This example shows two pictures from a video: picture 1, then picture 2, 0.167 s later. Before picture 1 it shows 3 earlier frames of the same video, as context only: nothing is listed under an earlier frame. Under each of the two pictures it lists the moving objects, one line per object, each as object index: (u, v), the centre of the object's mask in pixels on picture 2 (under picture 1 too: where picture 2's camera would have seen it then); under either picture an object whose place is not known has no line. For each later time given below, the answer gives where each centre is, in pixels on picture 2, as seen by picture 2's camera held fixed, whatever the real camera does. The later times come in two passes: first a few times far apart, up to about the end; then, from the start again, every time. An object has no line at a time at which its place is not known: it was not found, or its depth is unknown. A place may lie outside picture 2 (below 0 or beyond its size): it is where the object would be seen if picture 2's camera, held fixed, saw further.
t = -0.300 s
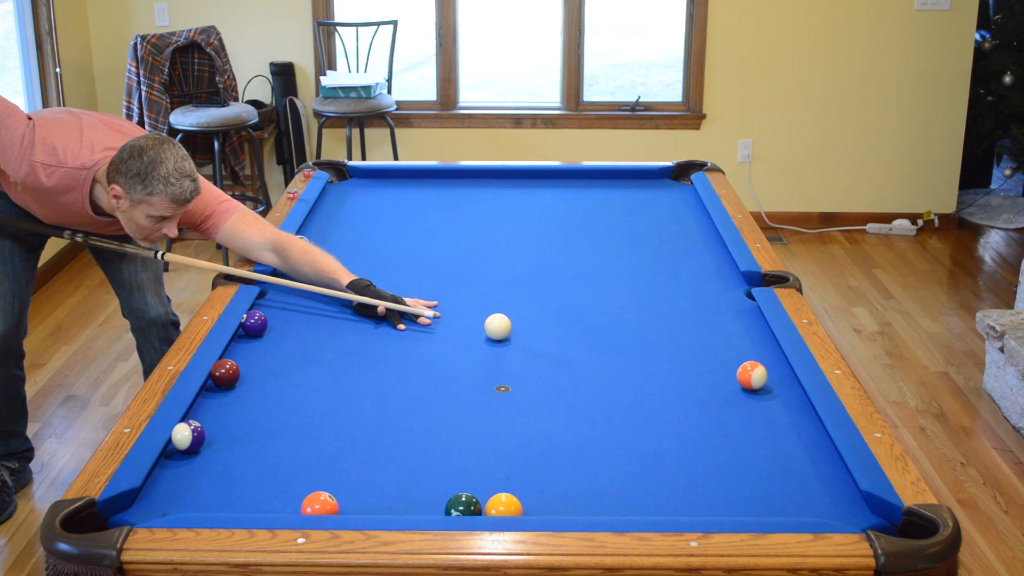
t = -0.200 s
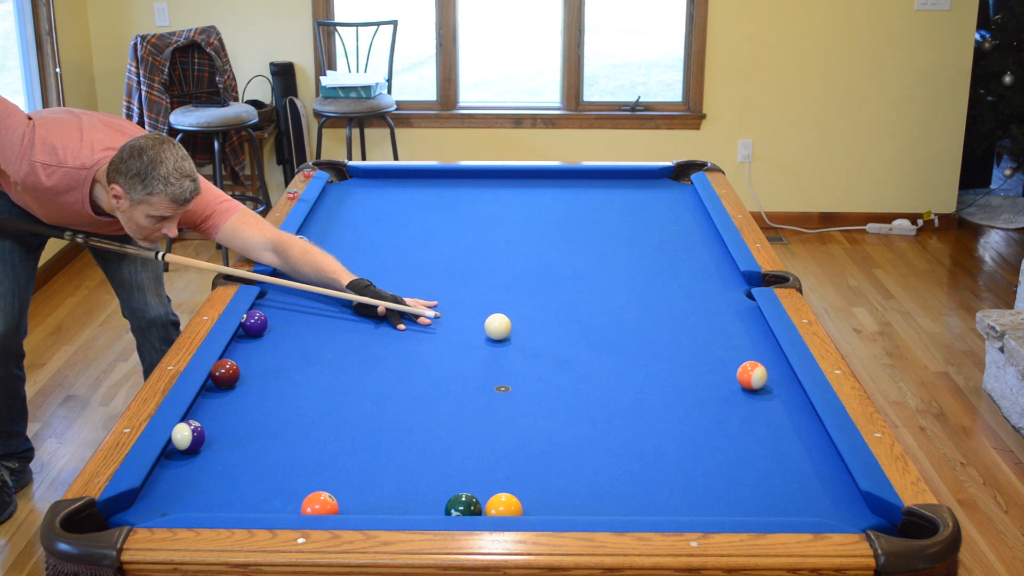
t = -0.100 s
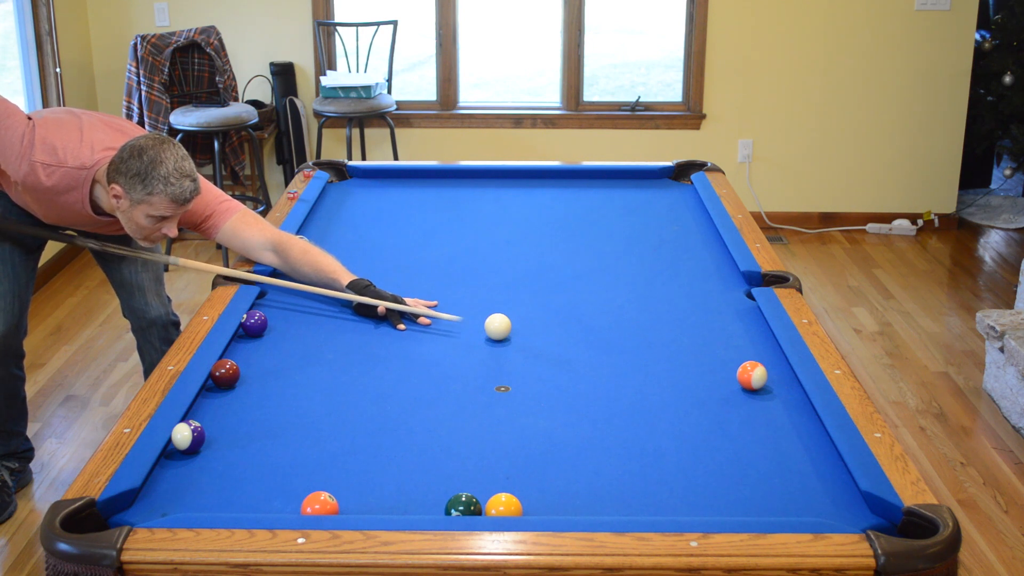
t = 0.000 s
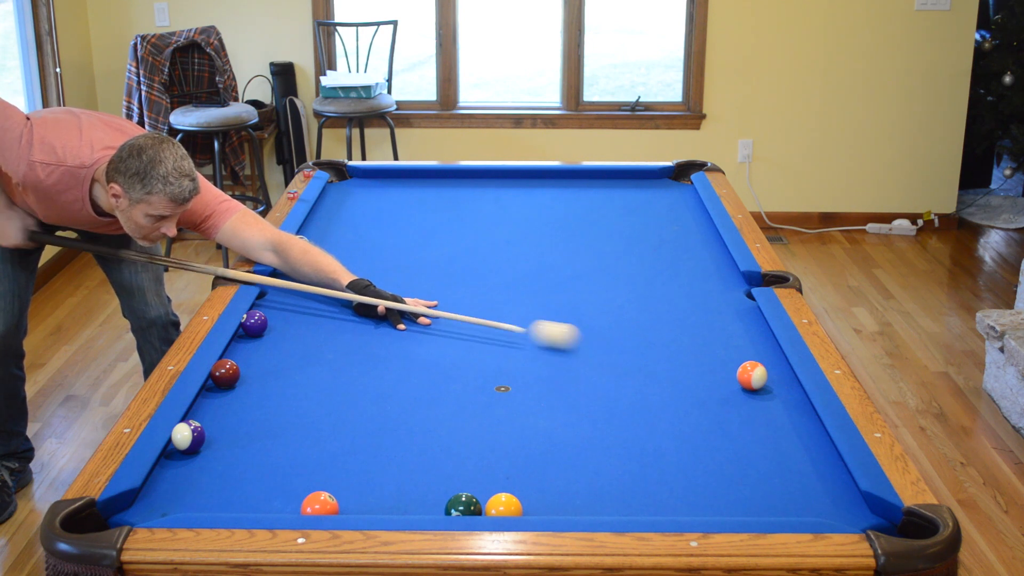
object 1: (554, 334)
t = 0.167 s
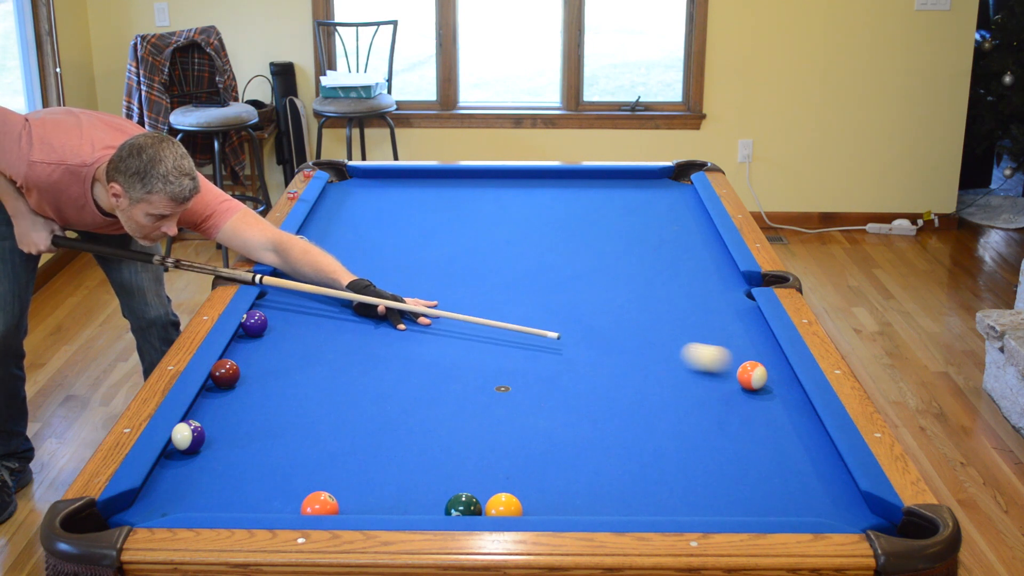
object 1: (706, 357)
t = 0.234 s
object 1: (764, 360)
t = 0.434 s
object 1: (687, 374)
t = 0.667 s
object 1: (593, 391)
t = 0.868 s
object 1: (508, 406)
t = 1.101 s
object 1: (407, 424)
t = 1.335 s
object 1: (302, 442)
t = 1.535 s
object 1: (210, 457)
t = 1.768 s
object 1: (204, 472)
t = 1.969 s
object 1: (244, 482)
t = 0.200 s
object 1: (731, 359)
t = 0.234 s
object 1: (764, 360)
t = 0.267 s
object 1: (771, 362)
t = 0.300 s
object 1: (751, 364)
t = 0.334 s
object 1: (734, 368)
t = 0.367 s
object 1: (717, 370)
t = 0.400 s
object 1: (701, 372)
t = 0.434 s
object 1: (687, 374)
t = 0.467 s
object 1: (674, 377)
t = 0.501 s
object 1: (661, 379)
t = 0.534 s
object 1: (647, 381)
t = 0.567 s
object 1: (634, 384)
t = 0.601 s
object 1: (620, 386)
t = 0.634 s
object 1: (606, 389)
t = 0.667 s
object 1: (593, 391)
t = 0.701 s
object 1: (579, 393)
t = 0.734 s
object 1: (565, 396)
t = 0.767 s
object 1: (551, 398)
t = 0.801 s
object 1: (537, 401)
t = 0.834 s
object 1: (523, 404)
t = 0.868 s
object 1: (508, 406)
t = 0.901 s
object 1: (494, 408)
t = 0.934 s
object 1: (480, 411)
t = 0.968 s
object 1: (465, 413)
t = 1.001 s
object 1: (451, 416)
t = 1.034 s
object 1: (436, 419)
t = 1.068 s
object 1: (422, 421)
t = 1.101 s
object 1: (407, 424)
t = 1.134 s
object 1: (392, 426)
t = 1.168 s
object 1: (378, 429)
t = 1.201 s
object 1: (363, 431)
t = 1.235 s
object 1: (348, 434)
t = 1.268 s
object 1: (332, 437)
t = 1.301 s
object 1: (317, 439)
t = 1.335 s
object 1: (302, 442)
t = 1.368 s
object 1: (287, 444)
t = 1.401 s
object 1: (272, 447)
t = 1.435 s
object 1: (256, 449)
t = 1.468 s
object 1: (241, 452)
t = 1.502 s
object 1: (226, 455)
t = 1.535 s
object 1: (210, 457)
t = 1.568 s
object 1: (195, 460)
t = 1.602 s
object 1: (179, 463)
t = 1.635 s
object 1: (173, 465)
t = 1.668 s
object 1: (182, 467)
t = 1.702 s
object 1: (190, 468)
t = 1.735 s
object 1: (197, 470)
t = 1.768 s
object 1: (204, 472)
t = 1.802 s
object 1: (211, 474)
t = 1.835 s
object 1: (218, 476)
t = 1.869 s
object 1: (224, 477)
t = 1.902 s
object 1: (231, 479)
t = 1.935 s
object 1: (238, 480)
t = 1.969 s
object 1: (244, 482)
